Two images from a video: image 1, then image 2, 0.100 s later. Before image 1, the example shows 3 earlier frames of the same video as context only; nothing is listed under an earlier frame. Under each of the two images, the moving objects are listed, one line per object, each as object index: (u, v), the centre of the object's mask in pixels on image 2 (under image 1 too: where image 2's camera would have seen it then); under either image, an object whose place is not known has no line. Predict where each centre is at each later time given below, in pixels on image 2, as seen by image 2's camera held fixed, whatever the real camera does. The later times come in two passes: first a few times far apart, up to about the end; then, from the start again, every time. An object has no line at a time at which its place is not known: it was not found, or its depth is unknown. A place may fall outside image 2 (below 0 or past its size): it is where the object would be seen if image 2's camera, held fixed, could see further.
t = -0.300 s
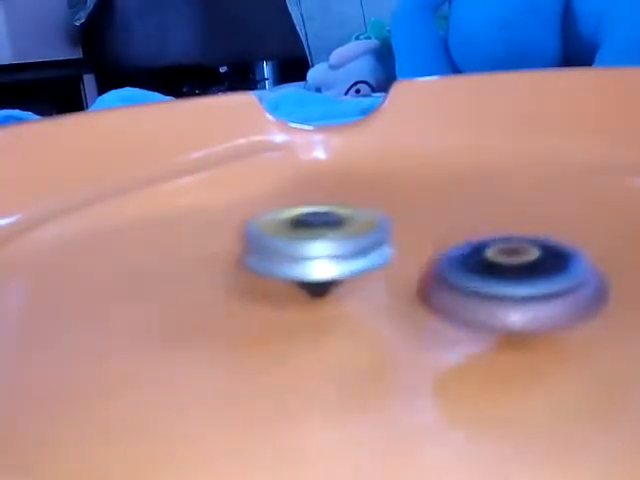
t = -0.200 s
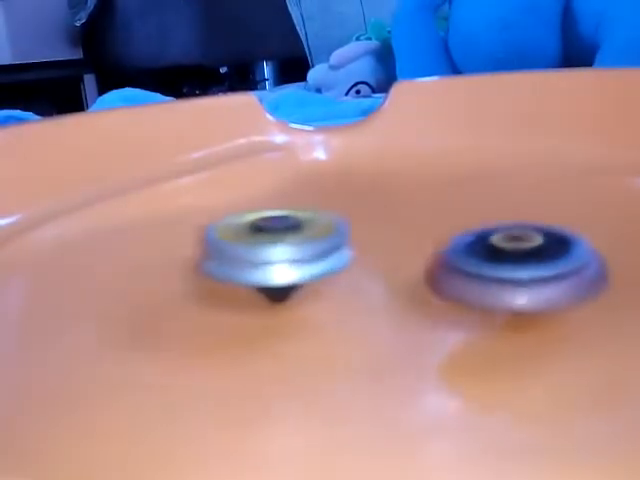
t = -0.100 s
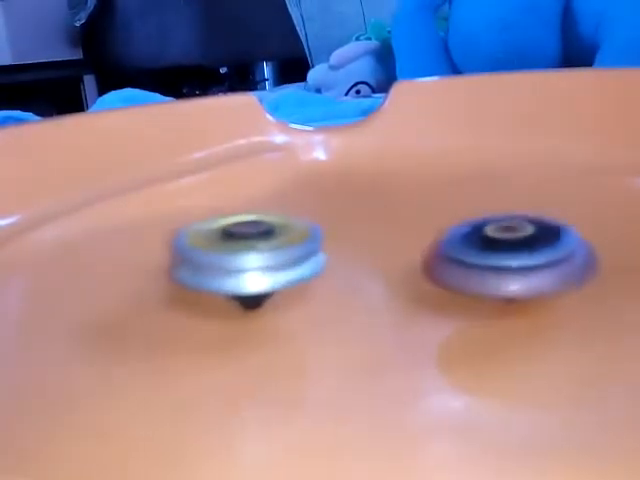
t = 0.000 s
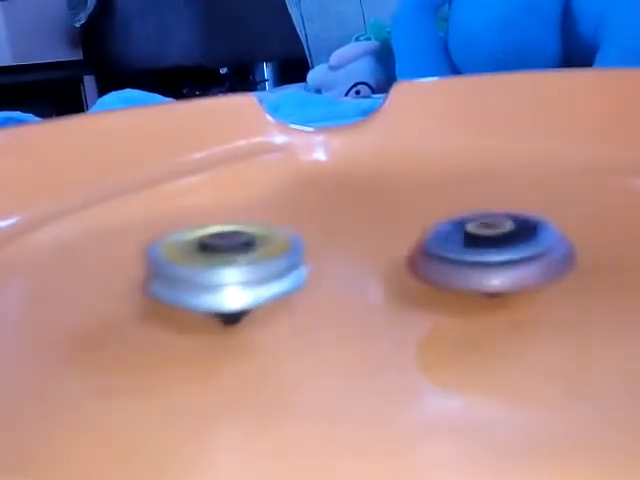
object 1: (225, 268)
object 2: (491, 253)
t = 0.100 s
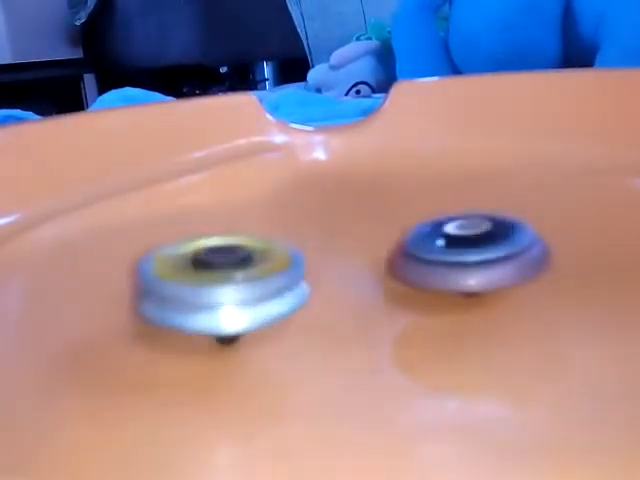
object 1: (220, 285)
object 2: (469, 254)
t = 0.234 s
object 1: (249, 313)
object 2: (445, 260)
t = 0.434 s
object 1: (363, 334)
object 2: (459, 268)
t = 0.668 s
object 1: (495, 344)
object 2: (420, 273)
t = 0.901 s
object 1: (563, 332)
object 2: (405, 294)
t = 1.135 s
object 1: (577, 304)
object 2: (358, 317)
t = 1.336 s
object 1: (541, 296)
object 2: (345, 335)
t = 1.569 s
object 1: (497, 288)
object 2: (311, 358)
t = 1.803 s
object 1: (422, 278)
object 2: (334, 363)
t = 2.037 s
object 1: (353, 269)
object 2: (371, 360)
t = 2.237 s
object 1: (309, 262)
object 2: (398, 336)
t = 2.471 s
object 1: (265, 242)
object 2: (423, 320)
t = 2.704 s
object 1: (264, 249)
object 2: (408, 296)
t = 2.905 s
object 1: (247, 247)
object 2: (461, 301)
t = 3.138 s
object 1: (277, 269)
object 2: (461, 292)
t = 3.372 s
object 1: (290, 291)
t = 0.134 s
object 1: (223, 292)
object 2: (461, 255)
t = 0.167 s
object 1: (229, 299)
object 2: (455, 256)
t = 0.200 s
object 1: (238, 306)
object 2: (449, 258)
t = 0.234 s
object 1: (249, 313)
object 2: (445, 260)
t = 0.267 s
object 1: (263, 318)
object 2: (443, 263)
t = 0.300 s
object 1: (281, 322)
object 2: (444, 266)
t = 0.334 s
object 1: (300, 326)
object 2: (447, 268)
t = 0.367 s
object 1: (321, 329)
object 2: (451, 269)
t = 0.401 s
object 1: (341, 332)
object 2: (454, 270)
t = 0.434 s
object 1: (363, 334)
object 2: (459, 268)
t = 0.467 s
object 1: (380, 337)
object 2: (462, 265)
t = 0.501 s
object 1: (393, 340)
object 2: (460, 263)
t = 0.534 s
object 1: (411, 340)
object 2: (455, 260)
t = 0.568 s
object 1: (432, 341)
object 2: (449, 260)
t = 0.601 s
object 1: (453, 342)
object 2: (438, 261)
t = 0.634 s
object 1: (475, 344)
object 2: (428, 266)
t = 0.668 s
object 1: (495, 344)
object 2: (420, 273)
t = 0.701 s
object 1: (511, 342)
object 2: (417, 278)
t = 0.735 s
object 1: (522, 341)
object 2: (415, 282)
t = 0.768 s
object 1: (530, 339)
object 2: (414, 286)
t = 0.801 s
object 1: (538, 336)
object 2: (414, 290)
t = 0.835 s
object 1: (544, 333)
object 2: (412, 294)
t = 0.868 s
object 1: (554, 334)
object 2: (409, 293)
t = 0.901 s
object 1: (563, 332)
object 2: (405, 294)
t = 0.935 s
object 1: (570, 328)
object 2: (401, 295)
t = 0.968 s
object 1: (574, 323)
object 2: (394, 298)
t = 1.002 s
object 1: (577, 318)
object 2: (387, 301)
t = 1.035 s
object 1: (579, 313)
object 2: (379, 305)
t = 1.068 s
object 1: (580, 309)
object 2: (371, 309)
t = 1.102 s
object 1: (580, 306)
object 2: (365, 313)
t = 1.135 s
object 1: (577, 304)
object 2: (358, 317)
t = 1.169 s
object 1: (575, 303)
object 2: (351, 321)
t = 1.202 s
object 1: (570, 301)
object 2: (347, 325)
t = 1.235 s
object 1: (565, 300)
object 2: (345, 327)
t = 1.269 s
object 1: (557, 299)
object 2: (344, 330)
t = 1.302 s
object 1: (548, 297)
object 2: (346, 333)
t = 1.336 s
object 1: (541, 296)
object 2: (345, 335)
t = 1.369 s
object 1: (543, 293)
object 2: (323, 338)
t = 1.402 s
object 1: (543, 291)
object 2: (307, 343)
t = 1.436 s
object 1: (539, 290)
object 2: (303, 346)
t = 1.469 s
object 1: (530, 289)
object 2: (302, 350)
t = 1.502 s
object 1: (519, 288)
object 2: (304, 353)
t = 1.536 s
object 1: (508, 289)
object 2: (307, 356)
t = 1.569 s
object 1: (497, 288)
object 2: (311, 358)
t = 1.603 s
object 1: (486, 288)
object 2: (315, 359)
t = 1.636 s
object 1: (476, 287)
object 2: (321, 360)
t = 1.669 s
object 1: (464, 286)
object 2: (324, 362)
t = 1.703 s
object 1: (455, 284)
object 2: (323, 364)
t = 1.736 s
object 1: (444, 283)
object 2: (325, 364)
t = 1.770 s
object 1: (433, 281)
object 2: (329, 363)
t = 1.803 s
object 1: (422, 278)
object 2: (334, 363)
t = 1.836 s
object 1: (408, 277)
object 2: (339, 365)
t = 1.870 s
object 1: (398, 275)
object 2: (344, 364)
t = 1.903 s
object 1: (389, 274)
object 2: (352, 364)
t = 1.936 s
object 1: (380, 272)
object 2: (357, 365)
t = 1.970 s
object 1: (372, 270)
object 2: (360, 365)
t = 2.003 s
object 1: (362, 269)
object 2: (365, 363)
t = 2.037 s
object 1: (353, 269)
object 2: (371, 360)
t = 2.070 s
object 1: (344, 268)
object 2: (376, 356)
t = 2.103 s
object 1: (336, 267)
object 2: (382, 352)
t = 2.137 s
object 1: (328, 266)
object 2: (386, 348)
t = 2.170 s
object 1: (321, 264)
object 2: (390, 345)
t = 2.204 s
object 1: (315, 263)
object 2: (394, 340)
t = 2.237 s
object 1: (309, 262)
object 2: (398, 336)
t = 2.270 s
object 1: (300, 258)
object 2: (412, 338)
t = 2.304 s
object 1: (291, 253)
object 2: (420, 340)
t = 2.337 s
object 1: (284, 250)
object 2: (422, 337)
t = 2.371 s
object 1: (277, 247)
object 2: (423, 333)
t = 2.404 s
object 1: (273, 245)
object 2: (424, 329)
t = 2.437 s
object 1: (268, 243)
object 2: (423, 325)
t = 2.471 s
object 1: (265, 242)
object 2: (423, 320)
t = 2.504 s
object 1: (263, 242)
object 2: (423, 316)
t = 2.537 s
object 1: (262, 243)
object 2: (423, 312)
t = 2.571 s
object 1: (261, 244)
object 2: (424, 308)
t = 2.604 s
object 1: (261, 245)
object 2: (421, 304)
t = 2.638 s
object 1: (260, 246)
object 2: (417, 301)
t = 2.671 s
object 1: (262, 248)
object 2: (413, 298)
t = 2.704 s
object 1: (264, 249)
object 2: (408, 296)
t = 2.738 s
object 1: (268, 250)
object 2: (405, 295)
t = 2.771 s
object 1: (261, 248)
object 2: (422, 297)
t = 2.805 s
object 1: (248, 243)
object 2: (442, 302)
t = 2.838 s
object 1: (245, 243)
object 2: (455, 305)
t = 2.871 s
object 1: (246, 244)
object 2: (459, 304)
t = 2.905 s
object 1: (247, 247)
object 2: (461, 301)
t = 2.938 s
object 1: (248, 250)
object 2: (463, 299)
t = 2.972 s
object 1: (251, 253)
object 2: (463, 297)
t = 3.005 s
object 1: (255, 256)
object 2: (464, 296)
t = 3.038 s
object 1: (260, 259)
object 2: (464, 294)
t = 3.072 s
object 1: (266, 262)
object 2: (463, 293)
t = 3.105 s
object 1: (271, 265)
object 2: (462, 292)
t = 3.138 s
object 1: (277, 269)
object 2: (461, 292)
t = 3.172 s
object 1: (285, 272)
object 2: (460, 291)
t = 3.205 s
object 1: (286, 274)
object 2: (468, 290)
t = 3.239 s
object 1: (278, 275)
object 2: (484, 290)
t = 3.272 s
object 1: (280, 277)
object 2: (489, 291)
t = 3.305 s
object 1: (284, 281)
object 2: (491, 290)
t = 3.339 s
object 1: (287, 286)
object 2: (492, 289)
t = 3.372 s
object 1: (290, 291)
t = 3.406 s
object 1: (294, 297)
